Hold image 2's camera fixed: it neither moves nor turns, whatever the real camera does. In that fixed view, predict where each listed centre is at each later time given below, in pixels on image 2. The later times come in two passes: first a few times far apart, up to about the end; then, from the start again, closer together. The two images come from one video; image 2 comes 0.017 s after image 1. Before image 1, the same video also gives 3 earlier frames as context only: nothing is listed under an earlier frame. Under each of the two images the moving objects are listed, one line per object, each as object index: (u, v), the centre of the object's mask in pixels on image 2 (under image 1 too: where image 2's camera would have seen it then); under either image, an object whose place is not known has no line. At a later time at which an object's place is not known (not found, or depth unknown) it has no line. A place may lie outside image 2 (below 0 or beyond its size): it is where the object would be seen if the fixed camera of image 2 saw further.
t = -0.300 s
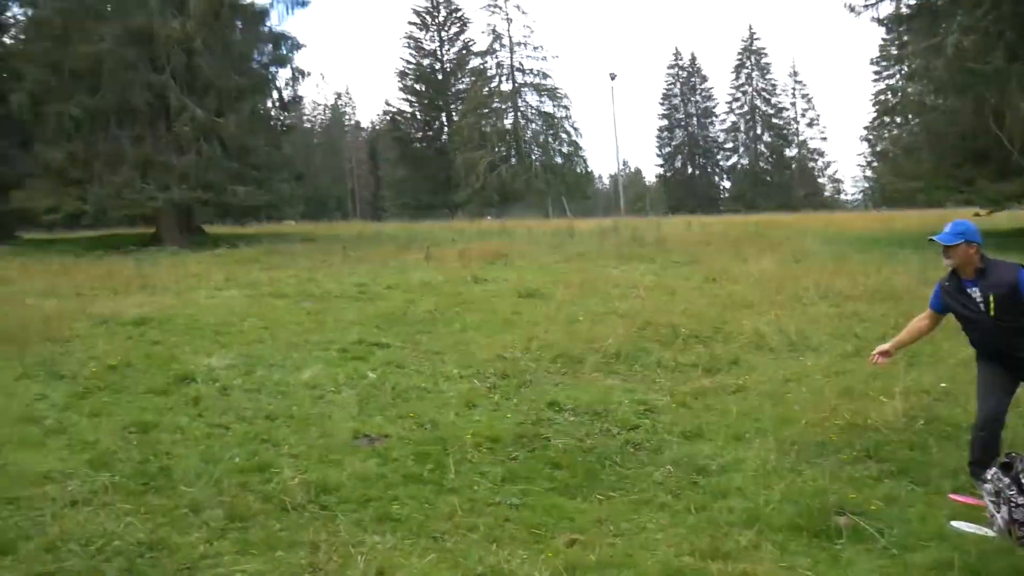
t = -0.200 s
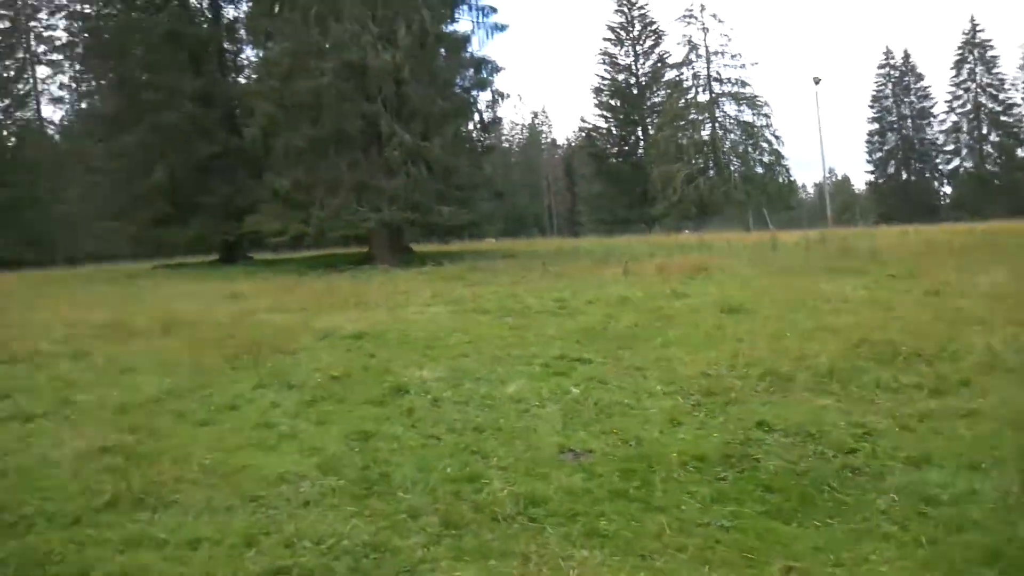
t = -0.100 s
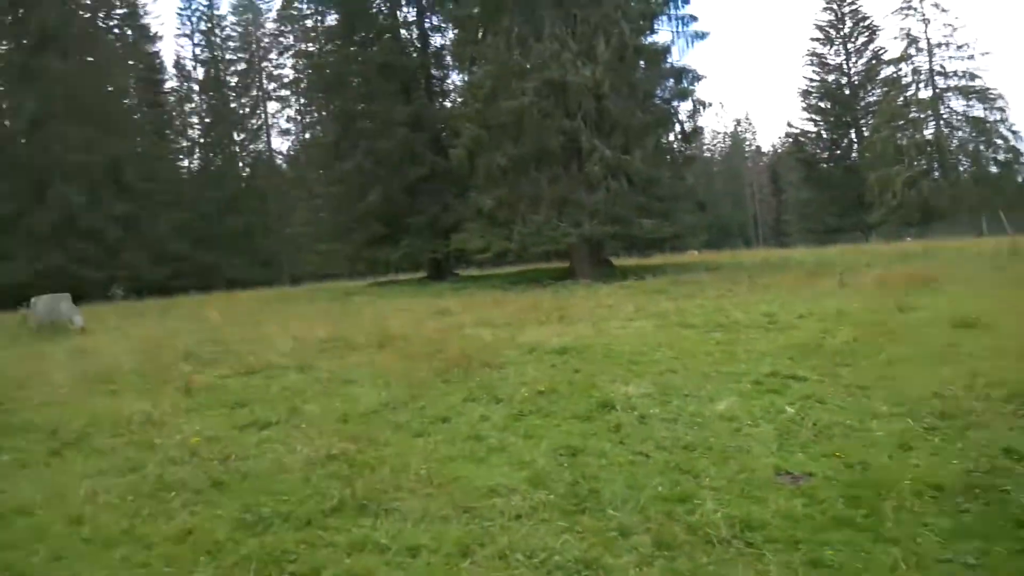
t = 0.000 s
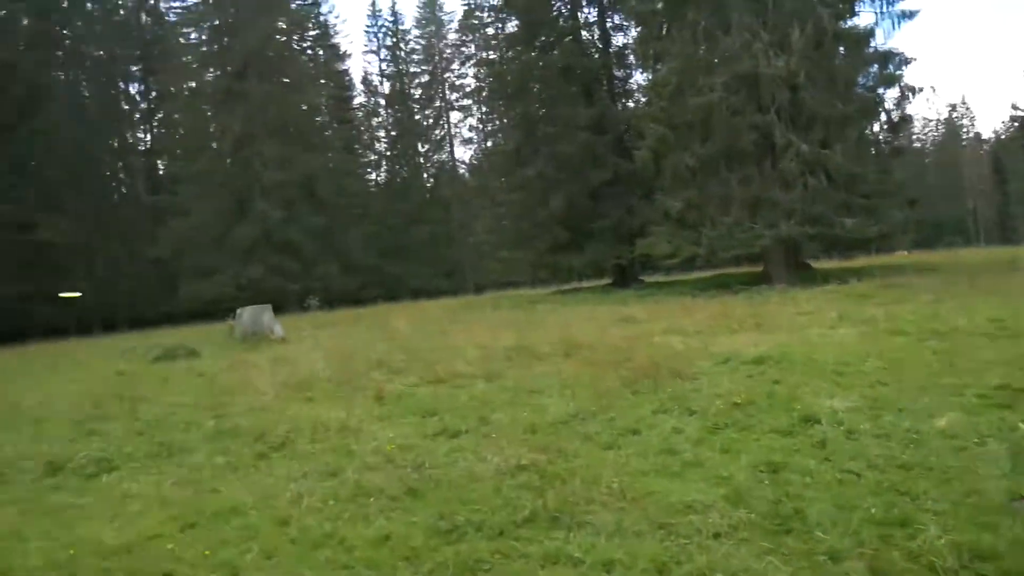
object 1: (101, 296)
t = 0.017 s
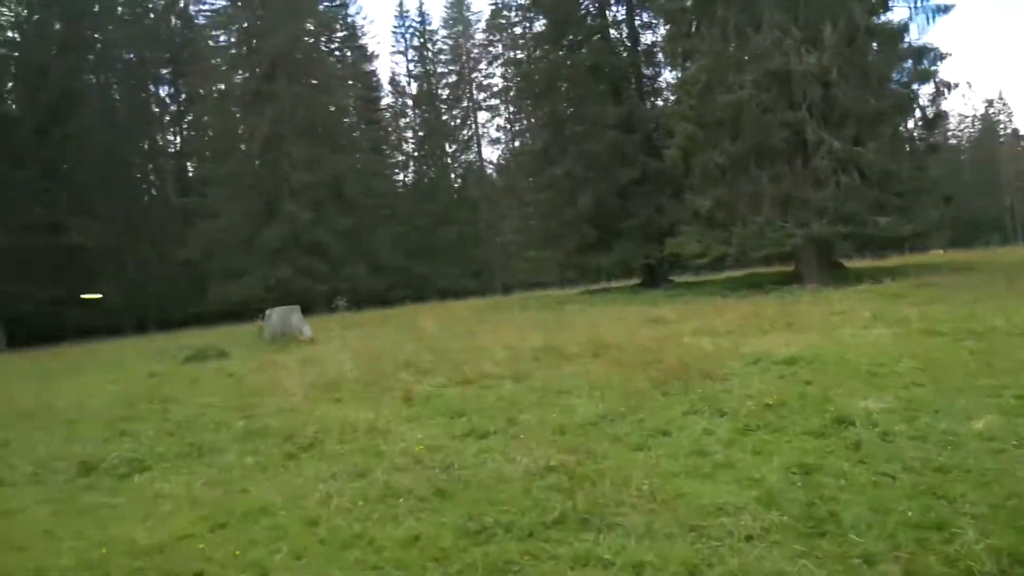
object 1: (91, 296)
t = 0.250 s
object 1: (-13, 310)
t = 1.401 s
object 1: (-286, 325)
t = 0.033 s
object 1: (81, 297)
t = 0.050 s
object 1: (72, 298)
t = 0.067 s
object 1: (62, 299)
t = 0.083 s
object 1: (52, 300)
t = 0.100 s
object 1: (44, 300)
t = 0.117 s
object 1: (35, 301)
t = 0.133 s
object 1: (28, 302)
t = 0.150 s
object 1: (21, 301)
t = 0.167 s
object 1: (13, 304)
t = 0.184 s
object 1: (7, 305)
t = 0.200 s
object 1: (1, 308)
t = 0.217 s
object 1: (-3, 308)
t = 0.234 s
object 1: (-8, 309)
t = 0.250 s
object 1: (-13, 310)
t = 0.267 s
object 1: (-17, 313)
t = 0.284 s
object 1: (-24, 311)
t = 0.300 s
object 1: (-33, 309)
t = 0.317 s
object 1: (-44, 306)
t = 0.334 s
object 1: (-55, 302)
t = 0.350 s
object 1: (-66, 298)
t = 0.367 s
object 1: (-76, 295)
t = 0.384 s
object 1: (-85, 293)
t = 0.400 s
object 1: (-92, 293)
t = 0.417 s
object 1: (-99, 292)
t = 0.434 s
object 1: (-106, 291)
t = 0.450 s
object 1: (-113, 290)
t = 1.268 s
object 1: (-243, 322)
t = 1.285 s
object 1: (-248, 323)
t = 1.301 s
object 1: (-254, 323)
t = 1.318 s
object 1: (-259, 323)
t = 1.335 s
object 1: (-265, 323)
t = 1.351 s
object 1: (-270, 323)
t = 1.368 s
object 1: (-276, 324)
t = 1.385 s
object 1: (-281, 324)
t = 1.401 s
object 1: (-286, 325)
